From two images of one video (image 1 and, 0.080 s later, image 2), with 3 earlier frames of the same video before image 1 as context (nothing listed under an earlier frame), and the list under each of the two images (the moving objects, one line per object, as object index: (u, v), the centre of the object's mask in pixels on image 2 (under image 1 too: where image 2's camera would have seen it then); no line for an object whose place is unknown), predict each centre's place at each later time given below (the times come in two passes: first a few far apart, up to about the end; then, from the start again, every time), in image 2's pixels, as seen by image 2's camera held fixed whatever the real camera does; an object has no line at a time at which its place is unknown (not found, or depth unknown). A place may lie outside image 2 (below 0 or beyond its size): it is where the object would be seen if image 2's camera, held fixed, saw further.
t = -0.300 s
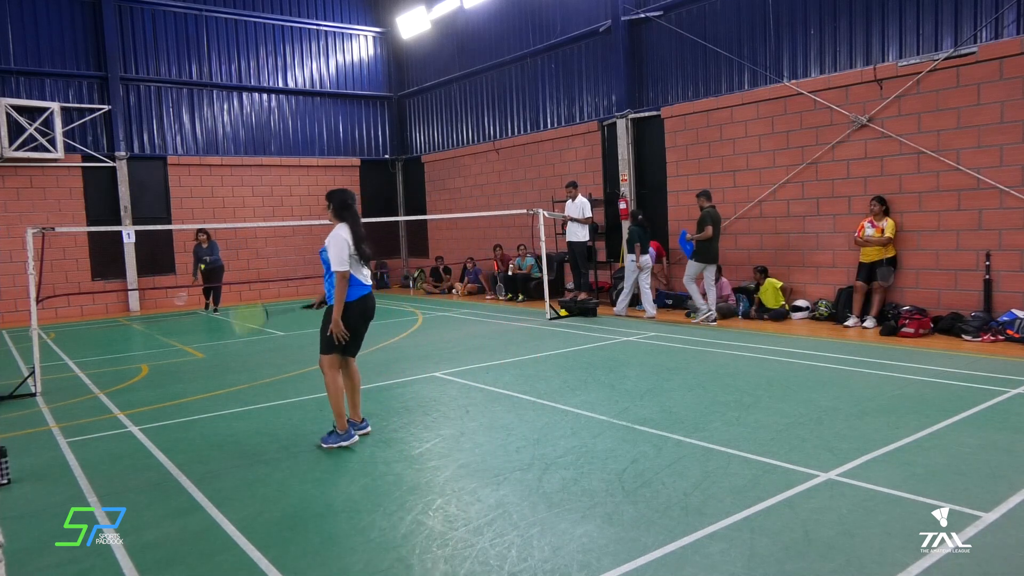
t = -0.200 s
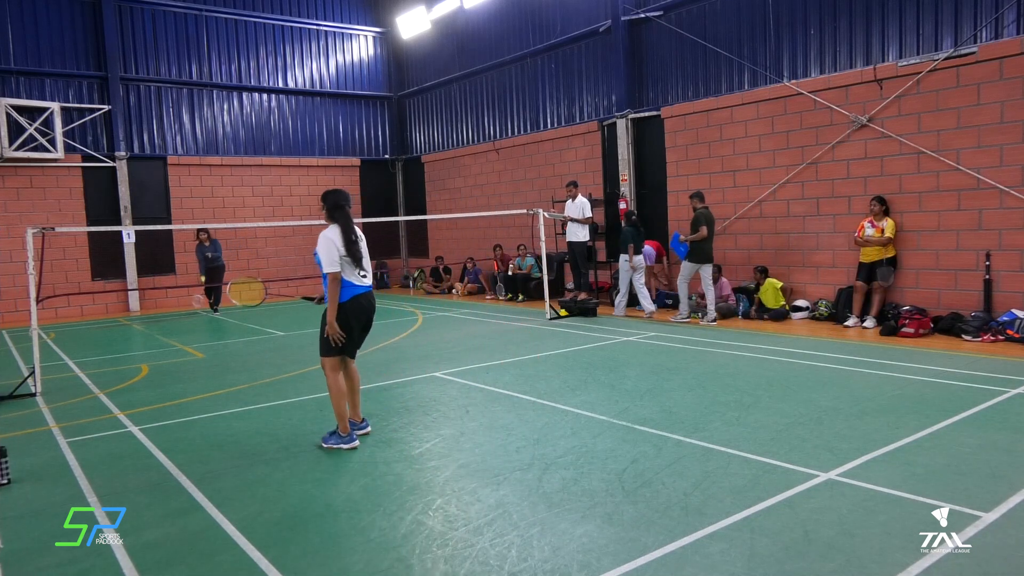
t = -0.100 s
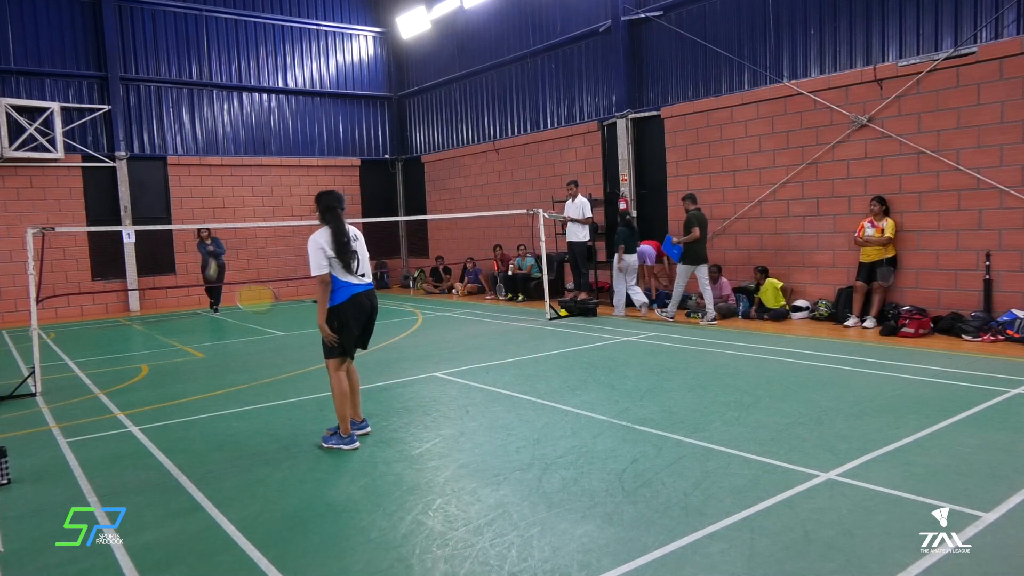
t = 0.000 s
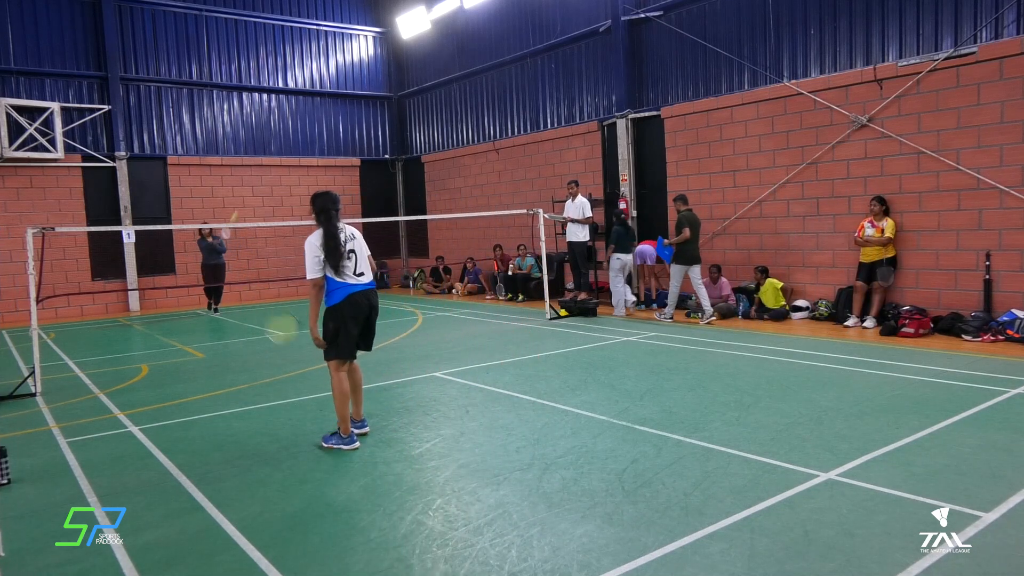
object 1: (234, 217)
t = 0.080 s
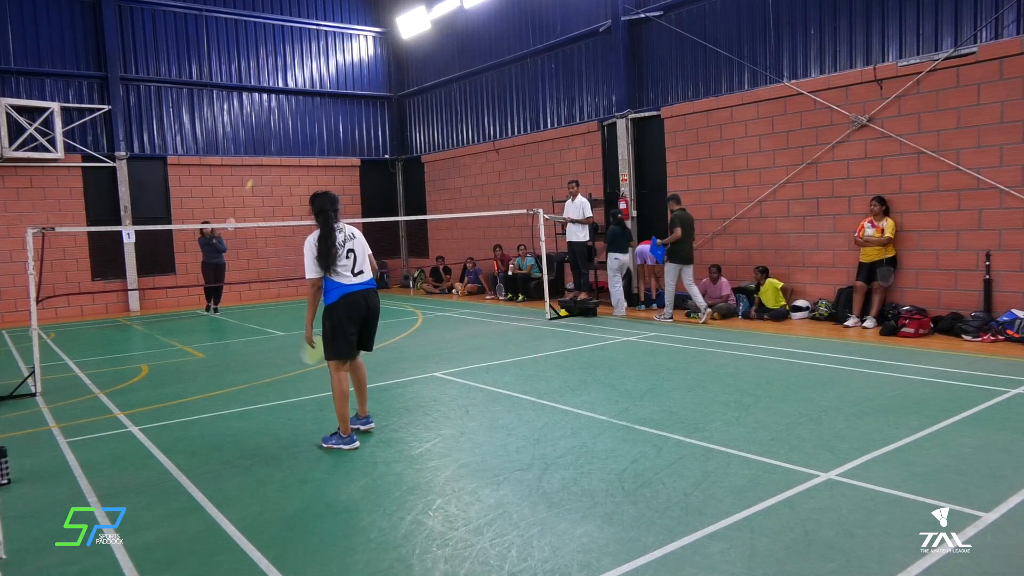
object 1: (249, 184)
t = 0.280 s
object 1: (285, 131)
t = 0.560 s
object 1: (334, 115)
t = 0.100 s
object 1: (252, 177)
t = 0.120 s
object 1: (257, 171)
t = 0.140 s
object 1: (260, 165)
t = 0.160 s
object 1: (264, 159)
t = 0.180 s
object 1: (267, 153)
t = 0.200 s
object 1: (270, 149)
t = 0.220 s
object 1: (275, 144)
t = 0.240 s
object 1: (278, 139)
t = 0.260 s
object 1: (282, 135)
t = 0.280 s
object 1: (285, 131)
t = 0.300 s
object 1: (289, 128)
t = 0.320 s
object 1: (292, 125)
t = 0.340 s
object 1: (295, 122)
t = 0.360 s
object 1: (299, 120)
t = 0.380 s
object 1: (303, 118)
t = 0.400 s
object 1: (306, 116)
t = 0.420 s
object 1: (310, 115)
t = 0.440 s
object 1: (314, 114)
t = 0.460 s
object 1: (317, 113)
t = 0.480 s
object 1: (321, 112)
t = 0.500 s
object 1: (324, 113)
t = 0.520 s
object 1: (327, 113)
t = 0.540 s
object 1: (331, 114)
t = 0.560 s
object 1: (334, 115)
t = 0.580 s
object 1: (338, 116)
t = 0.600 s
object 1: (342, 118)
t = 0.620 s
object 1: (345, 121)
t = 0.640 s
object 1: (348, 123)
